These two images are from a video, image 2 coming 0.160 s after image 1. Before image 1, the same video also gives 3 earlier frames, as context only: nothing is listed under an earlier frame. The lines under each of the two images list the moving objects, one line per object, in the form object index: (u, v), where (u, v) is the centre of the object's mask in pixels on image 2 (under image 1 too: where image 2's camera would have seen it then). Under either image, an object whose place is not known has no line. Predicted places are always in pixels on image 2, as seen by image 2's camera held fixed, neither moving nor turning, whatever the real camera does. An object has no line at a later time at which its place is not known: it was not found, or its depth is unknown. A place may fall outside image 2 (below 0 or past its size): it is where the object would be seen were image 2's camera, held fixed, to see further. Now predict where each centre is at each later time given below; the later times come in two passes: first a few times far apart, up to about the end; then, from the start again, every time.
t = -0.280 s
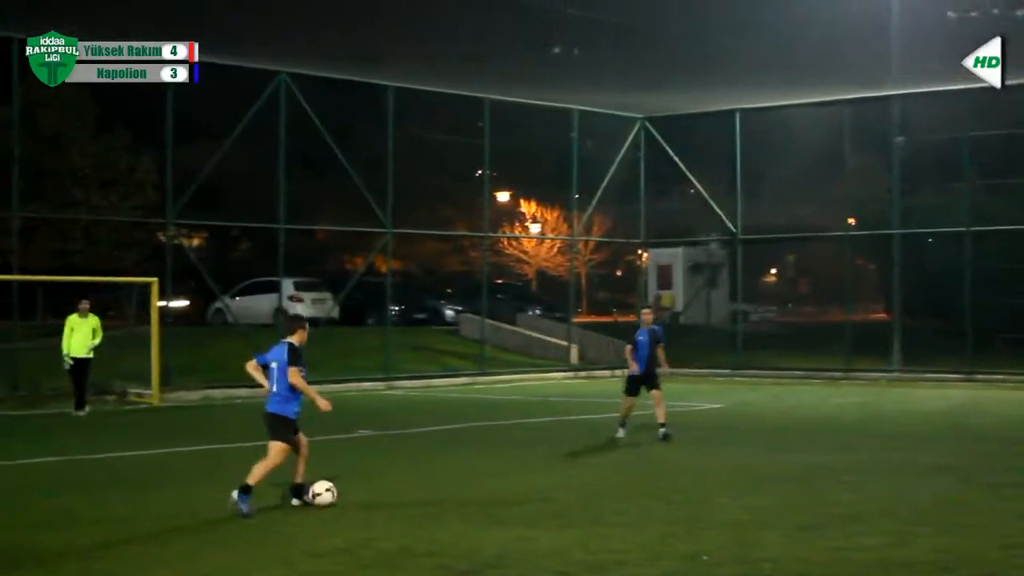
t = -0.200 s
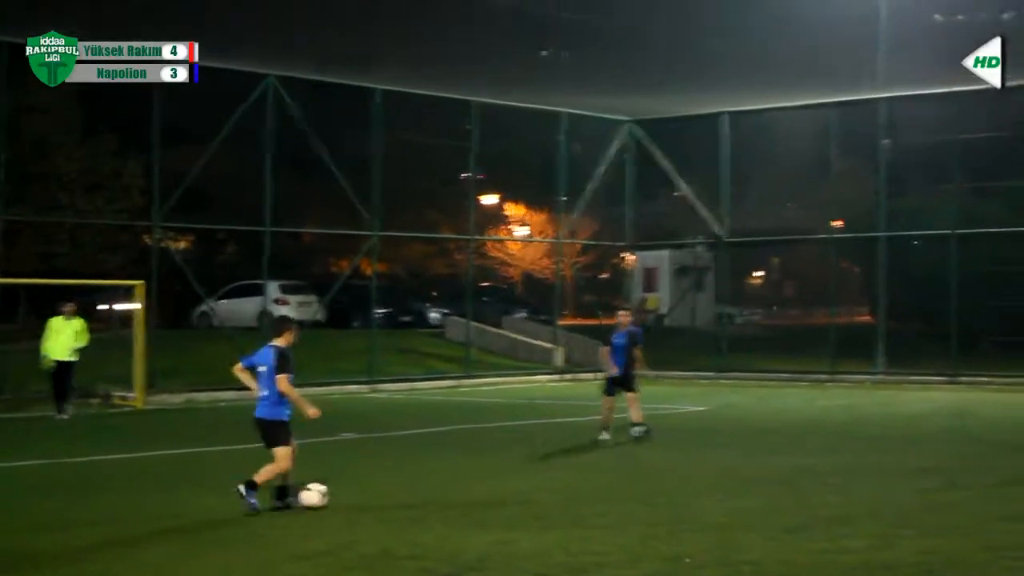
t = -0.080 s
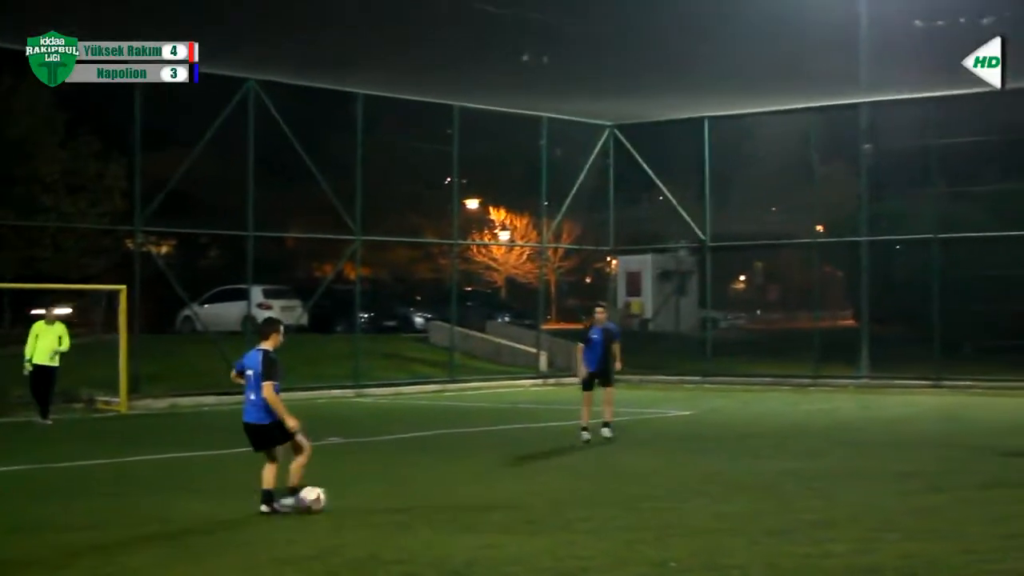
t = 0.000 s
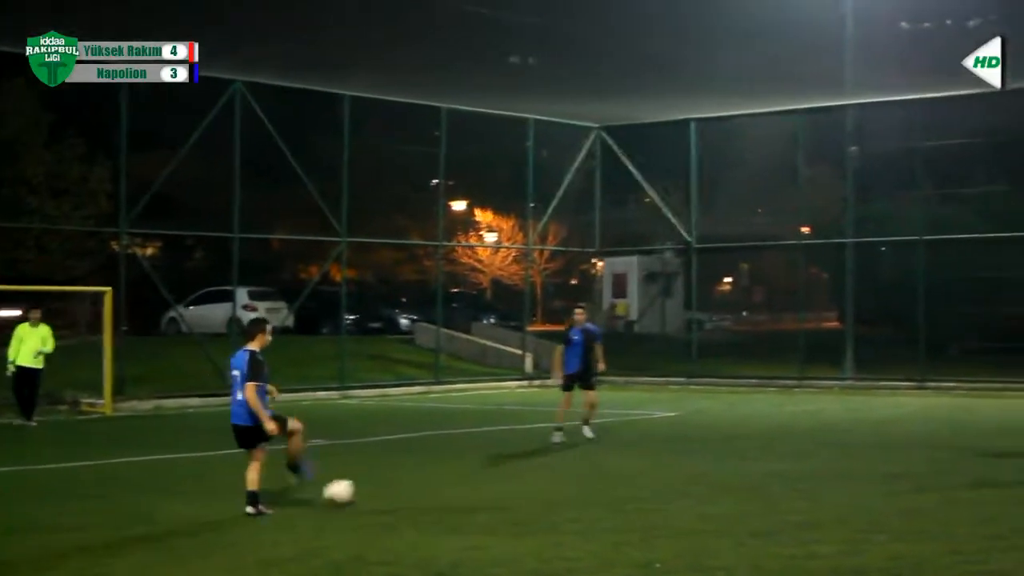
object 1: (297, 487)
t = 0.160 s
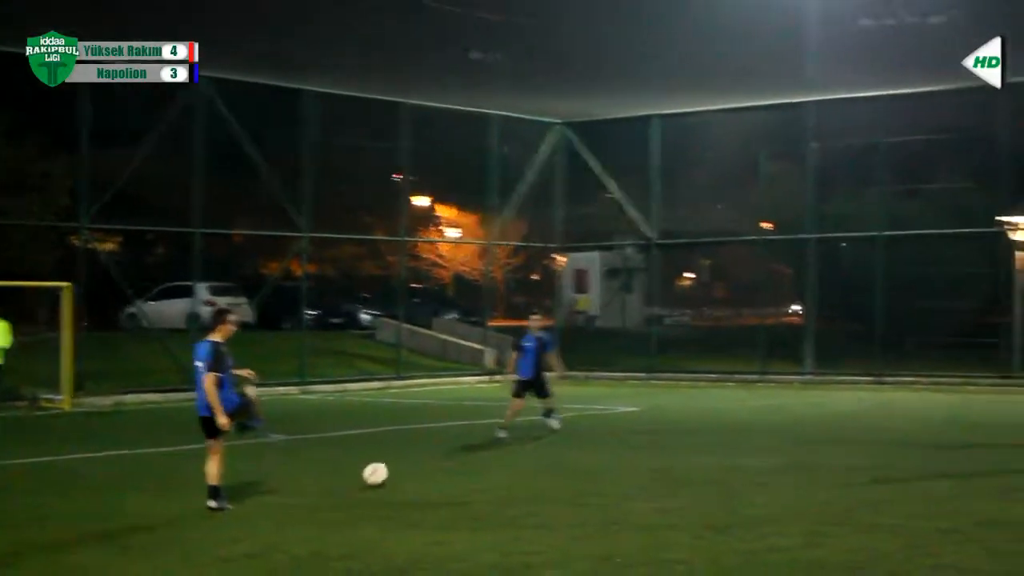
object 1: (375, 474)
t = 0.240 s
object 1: (407, 467)
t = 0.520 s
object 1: (493, 452)
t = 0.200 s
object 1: (392, 470)
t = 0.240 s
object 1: (407, 467)
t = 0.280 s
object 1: (421, 465)
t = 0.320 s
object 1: (436, 463)
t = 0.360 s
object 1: (448, 459)
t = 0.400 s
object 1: (459, 454)
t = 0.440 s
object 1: (472, 452)
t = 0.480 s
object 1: (484, 452)
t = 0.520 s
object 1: (493, 452)
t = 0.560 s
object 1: (502, 448)
